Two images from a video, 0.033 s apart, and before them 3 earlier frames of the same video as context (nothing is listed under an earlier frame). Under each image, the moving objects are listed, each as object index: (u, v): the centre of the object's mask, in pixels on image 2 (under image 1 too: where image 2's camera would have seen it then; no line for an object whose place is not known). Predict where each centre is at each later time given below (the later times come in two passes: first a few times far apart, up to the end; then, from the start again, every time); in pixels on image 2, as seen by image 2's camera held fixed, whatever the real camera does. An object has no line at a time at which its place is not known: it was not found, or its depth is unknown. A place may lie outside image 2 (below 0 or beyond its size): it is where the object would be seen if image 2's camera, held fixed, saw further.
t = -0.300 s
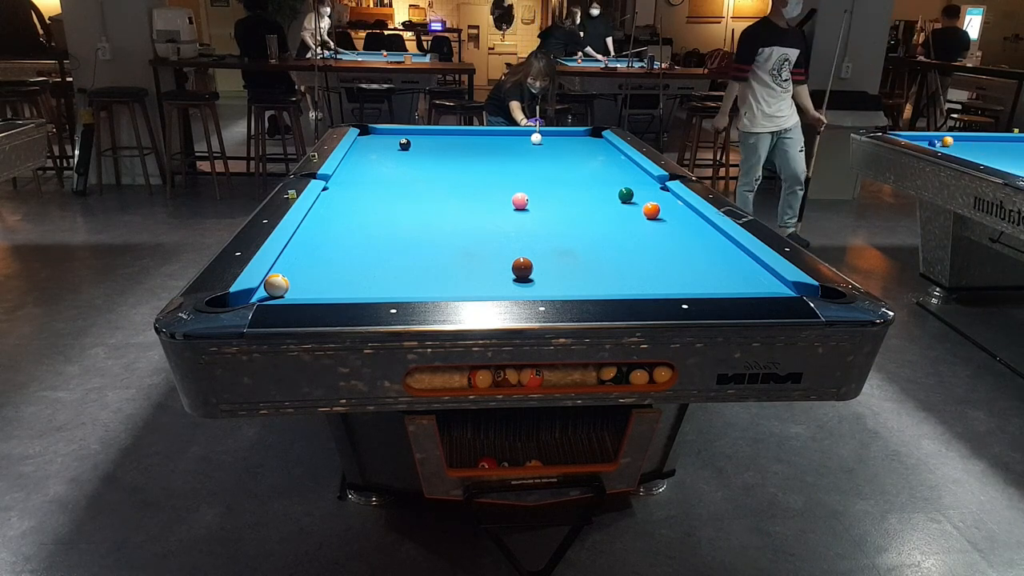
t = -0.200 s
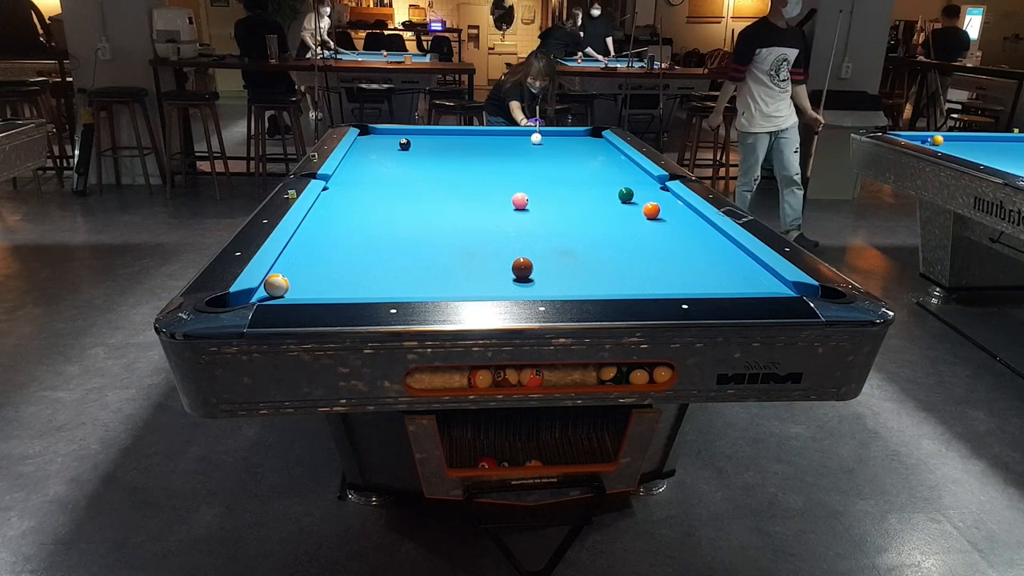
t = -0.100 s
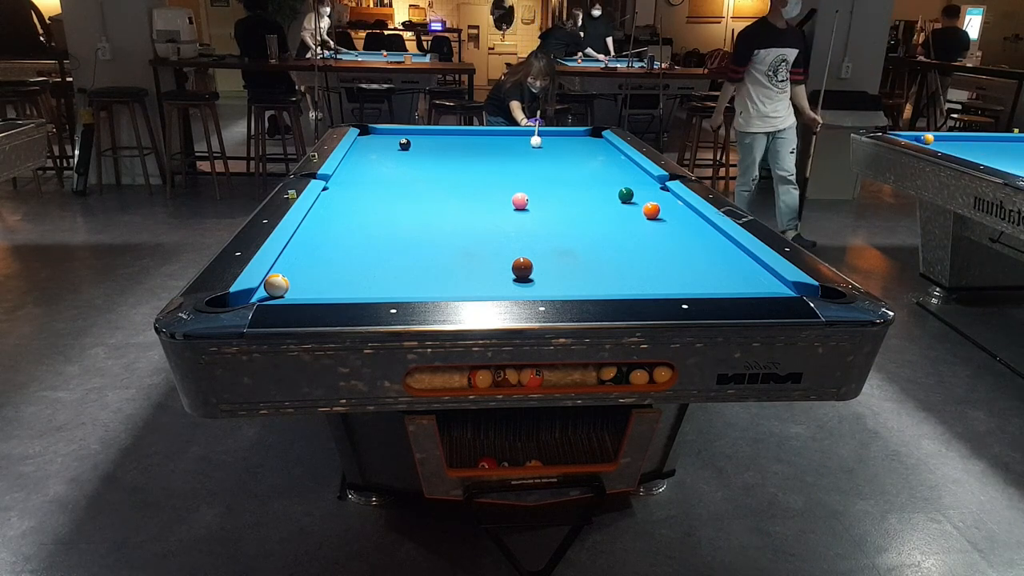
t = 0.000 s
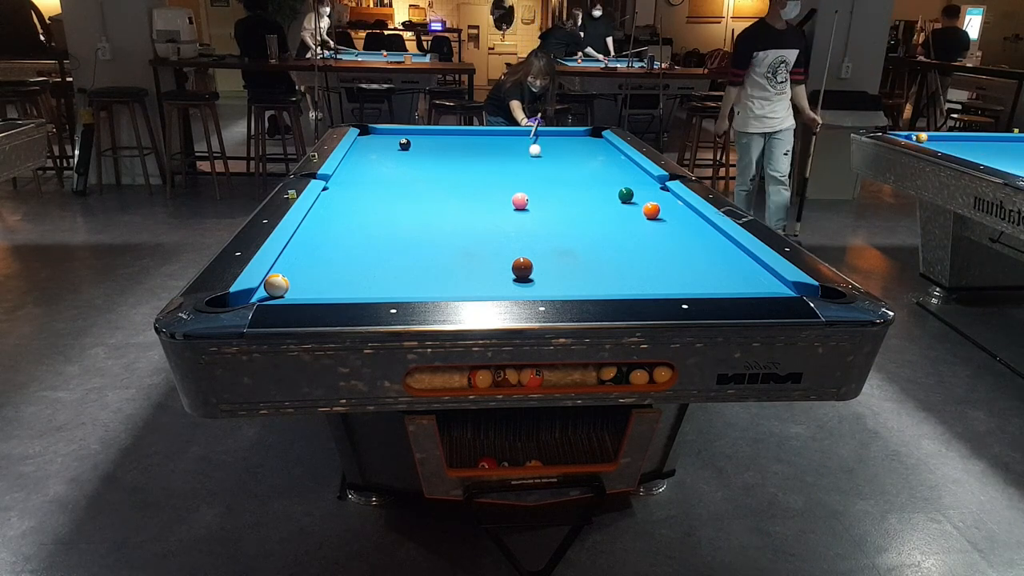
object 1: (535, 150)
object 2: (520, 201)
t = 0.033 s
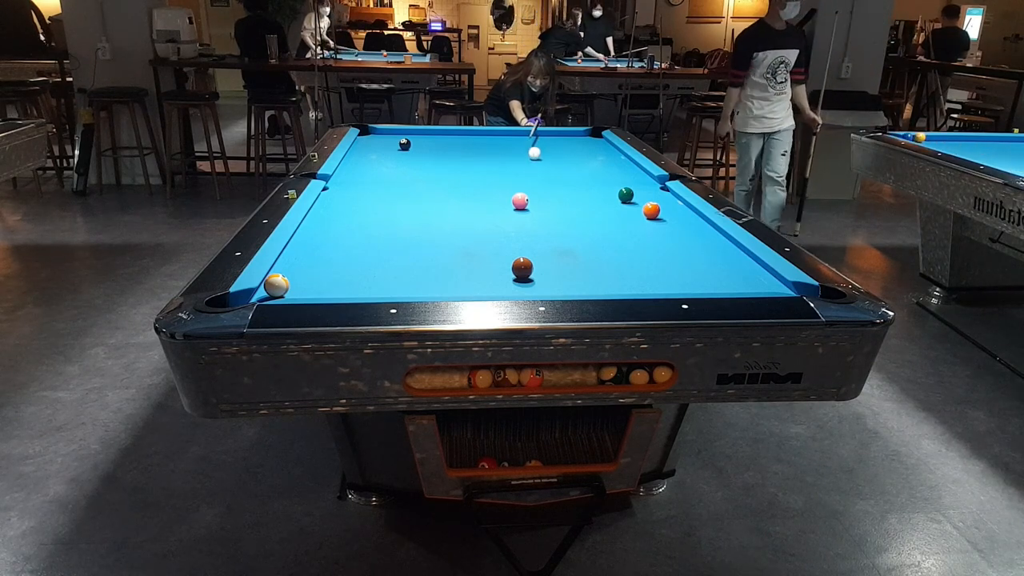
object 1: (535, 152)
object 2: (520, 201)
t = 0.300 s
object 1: (532, 182)
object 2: (520, 201)
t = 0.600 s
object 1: (581, 212)
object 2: (462, 218)
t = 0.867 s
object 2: (382, 241)
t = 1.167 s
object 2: (284, 269)
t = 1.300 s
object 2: (305, 283)
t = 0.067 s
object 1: (534, 156)
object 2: (520, 201)
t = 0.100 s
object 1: (534, 159)
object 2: (520, 201)
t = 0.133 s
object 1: (533, 162)
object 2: (520, 201)
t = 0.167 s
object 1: (533, 166)
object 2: (520, 201)
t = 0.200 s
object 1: (533, 170)
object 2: (520, 201)
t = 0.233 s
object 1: (532, 174)
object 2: (520, 201)
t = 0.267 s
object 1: (532, 178)
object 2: (520, 201)
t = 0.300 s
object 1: (532, 182)
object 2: (520, 201)
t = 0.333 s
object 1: (531, 186)
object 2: (520, 201)
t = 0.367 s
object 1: (531, 190)
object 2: (520, 201)
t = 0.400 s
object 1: (531, 195)
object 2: (520, 201)
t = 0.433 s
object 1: (535, 199)
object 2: (514, 202)
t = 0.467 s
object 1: (545, 201)
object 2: (504, 206)
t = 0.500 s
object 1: (554, 204)
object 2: (493, 209)
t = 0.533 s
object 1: (564, 206)
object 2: (483, 212)
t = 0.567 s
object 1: (572, 209)
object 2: (472, 215)
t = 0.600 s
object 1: (581, 212)
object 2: (462, 218)
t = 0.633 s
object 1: (590, 215)
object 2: (452, 221)
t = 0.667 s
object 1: (599, 219)
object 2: (442, 224)
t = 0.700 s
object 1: (607, 222)
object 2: (432, 227)
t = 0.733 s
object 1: (617, 225)
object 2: (422, 230)
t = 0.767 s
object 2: (412, 232)
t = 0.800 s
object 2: (403, 235)
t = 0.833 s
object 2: (392, 238)
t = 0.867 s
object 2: (382, 241)
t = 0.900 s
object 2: (371, 244)
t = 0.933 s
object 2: (360, 247)
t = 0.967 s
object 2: (349, 250)
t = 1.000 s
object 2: (338, 254)
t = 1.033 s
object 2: (326, 257)
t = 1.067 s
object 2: (313, 261)
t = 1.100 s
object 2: (301, 264)
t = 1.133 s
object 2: (289, 267)
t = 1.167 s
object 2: (284, 269)
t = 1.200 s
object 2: (291, 273)
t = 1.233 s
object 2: (296, 276)
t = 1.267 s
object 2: (301, 280)
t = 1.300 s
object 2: (305, 283)
